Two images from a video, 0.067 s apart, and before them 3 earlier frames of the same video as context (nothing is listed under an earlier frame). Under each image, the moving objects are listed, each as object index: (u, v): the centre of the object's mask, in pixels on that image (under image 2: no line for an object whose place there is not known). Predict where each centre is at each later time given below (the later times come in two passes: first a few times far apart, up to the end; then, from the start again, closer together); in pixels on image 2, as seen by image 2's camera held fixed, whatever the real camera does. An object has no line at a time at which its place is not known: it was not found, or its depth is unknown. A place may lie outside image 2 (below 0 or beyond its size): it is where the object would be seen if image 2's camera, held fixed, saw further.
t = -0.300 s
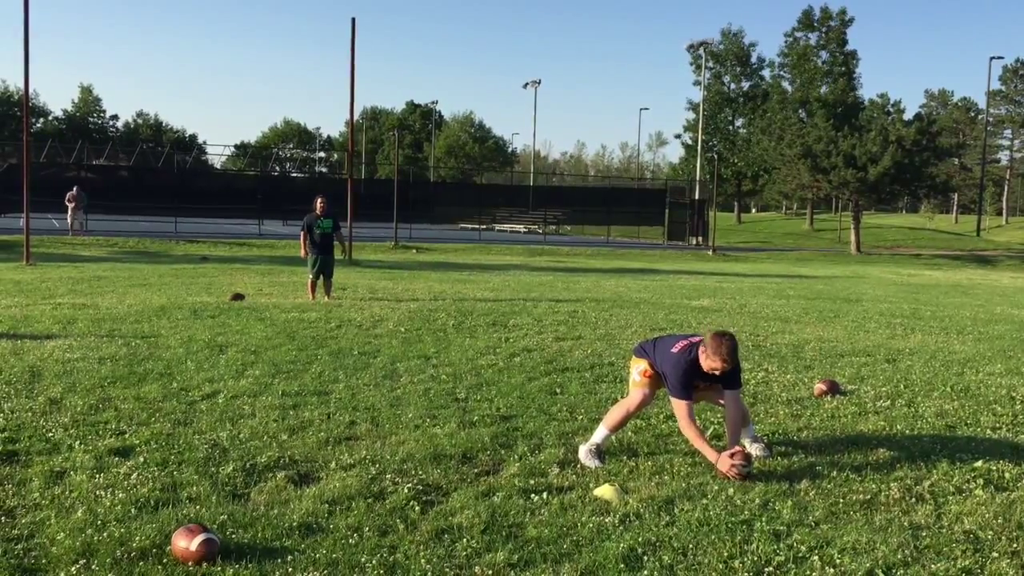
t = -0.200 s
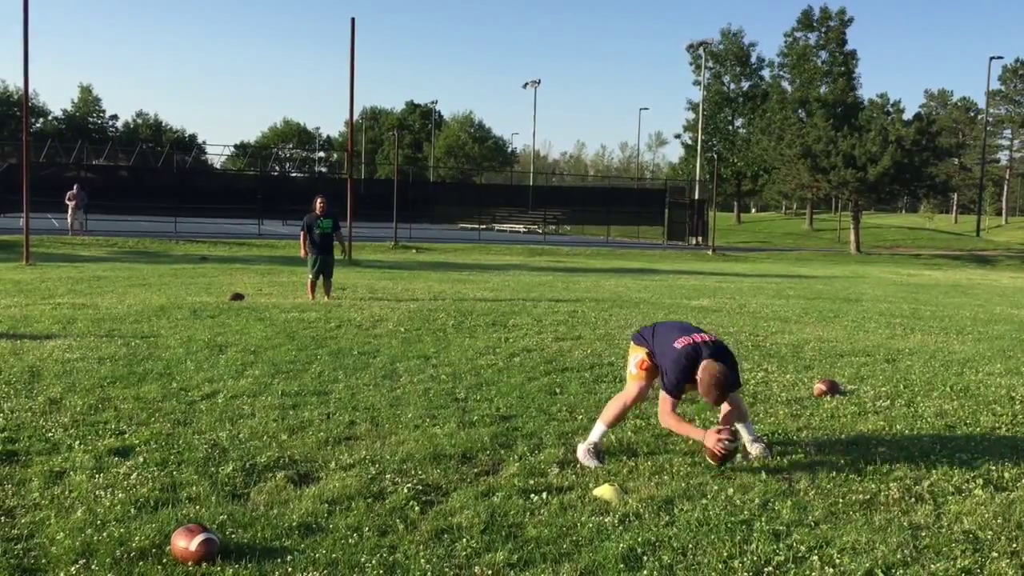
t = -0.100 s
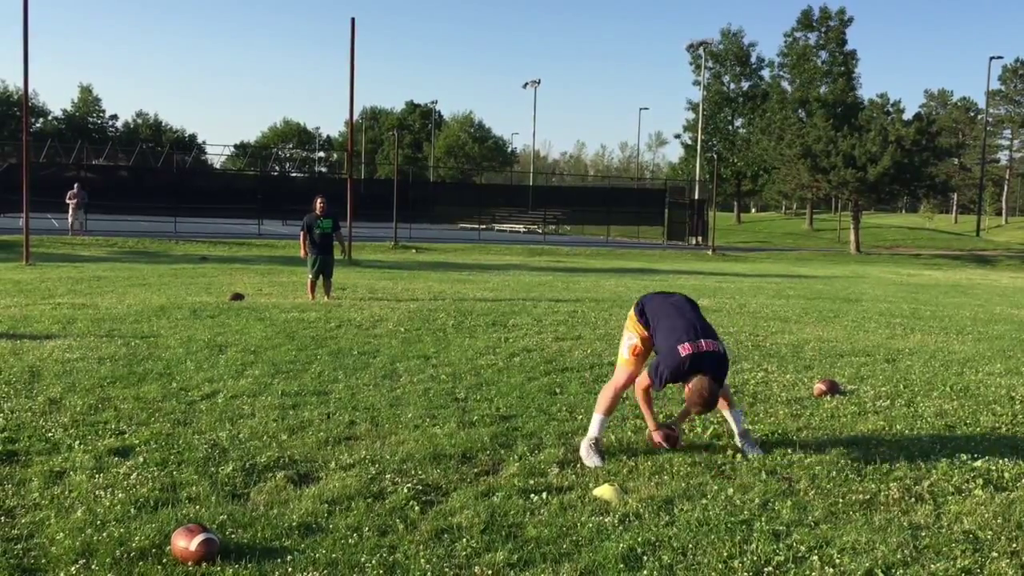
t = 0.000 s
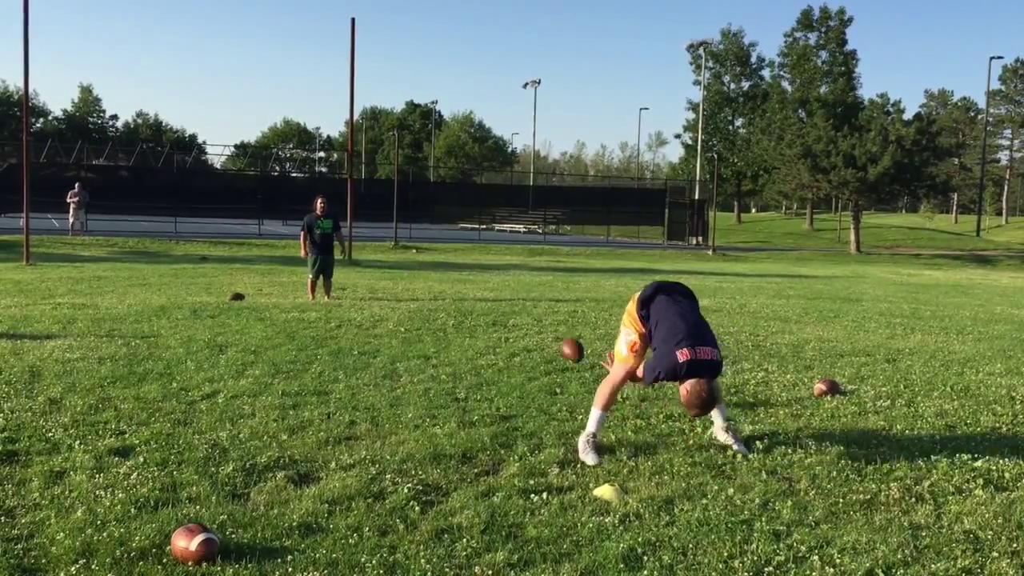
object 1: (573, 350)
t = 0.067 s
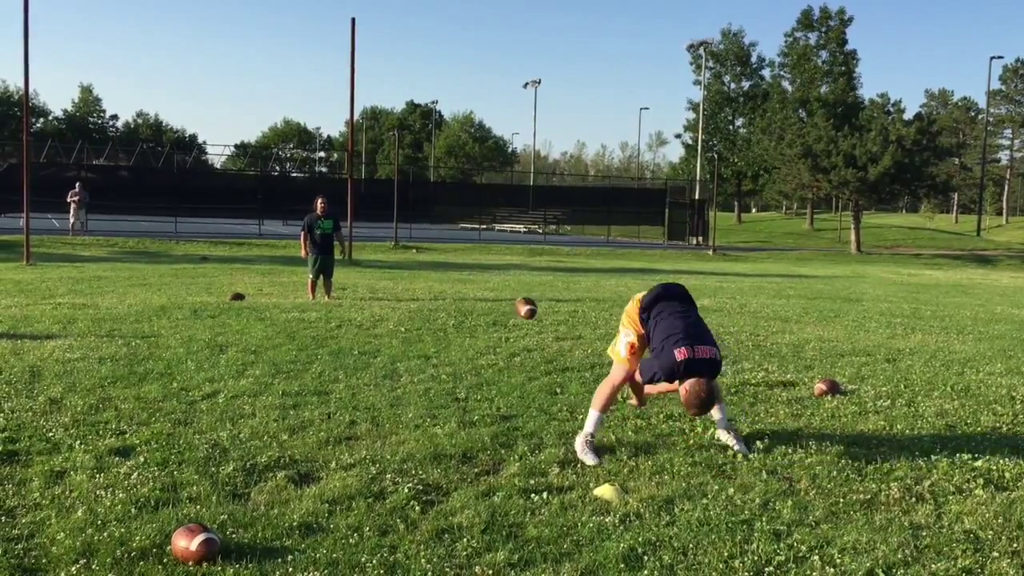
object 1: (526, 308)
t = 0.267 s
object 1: (427, 240)
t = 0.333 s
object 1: (401, 231)
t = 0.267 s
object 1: (427, 240)
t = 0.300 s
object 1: (414, 236)
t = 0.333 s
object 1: (401, 231)
